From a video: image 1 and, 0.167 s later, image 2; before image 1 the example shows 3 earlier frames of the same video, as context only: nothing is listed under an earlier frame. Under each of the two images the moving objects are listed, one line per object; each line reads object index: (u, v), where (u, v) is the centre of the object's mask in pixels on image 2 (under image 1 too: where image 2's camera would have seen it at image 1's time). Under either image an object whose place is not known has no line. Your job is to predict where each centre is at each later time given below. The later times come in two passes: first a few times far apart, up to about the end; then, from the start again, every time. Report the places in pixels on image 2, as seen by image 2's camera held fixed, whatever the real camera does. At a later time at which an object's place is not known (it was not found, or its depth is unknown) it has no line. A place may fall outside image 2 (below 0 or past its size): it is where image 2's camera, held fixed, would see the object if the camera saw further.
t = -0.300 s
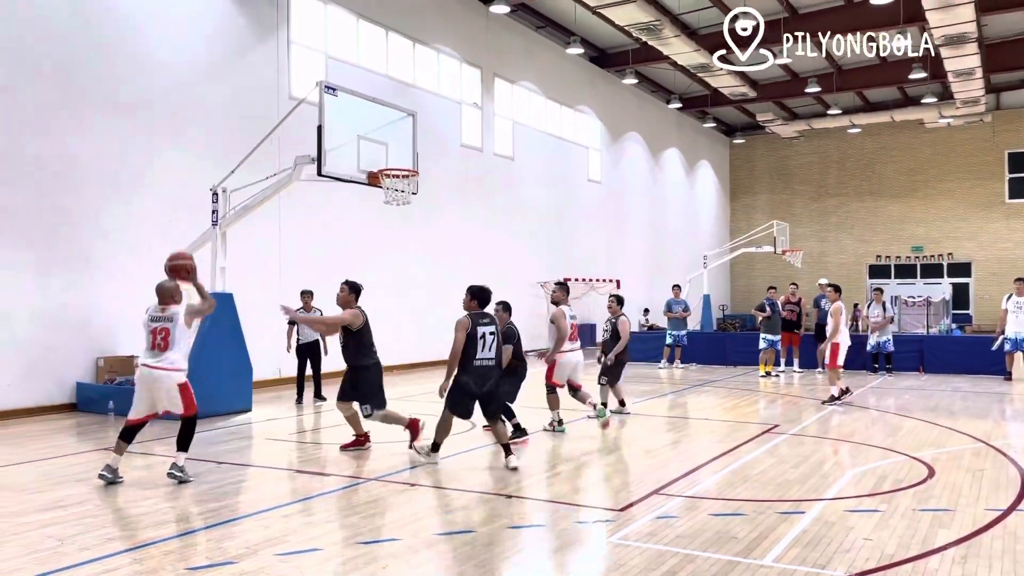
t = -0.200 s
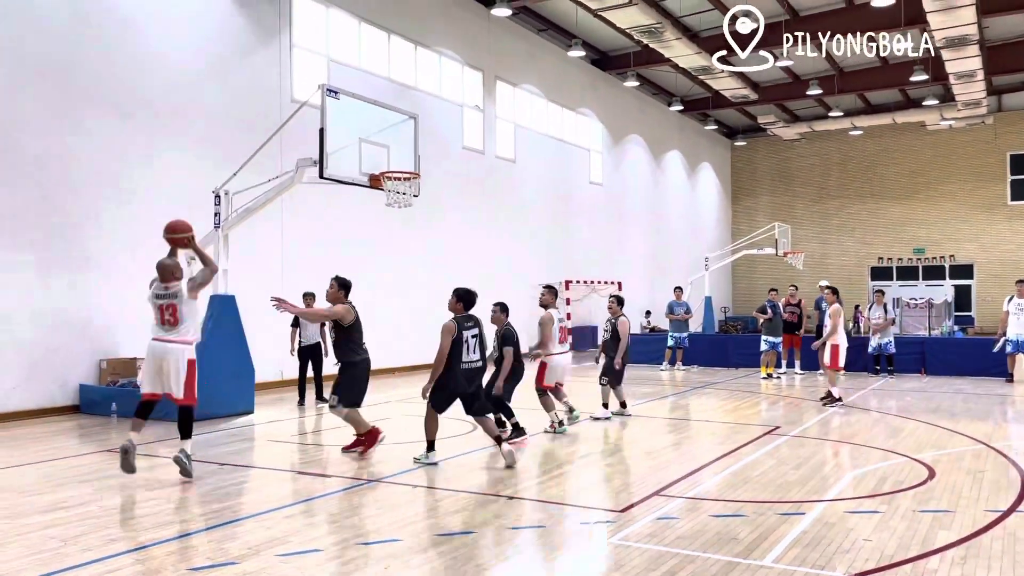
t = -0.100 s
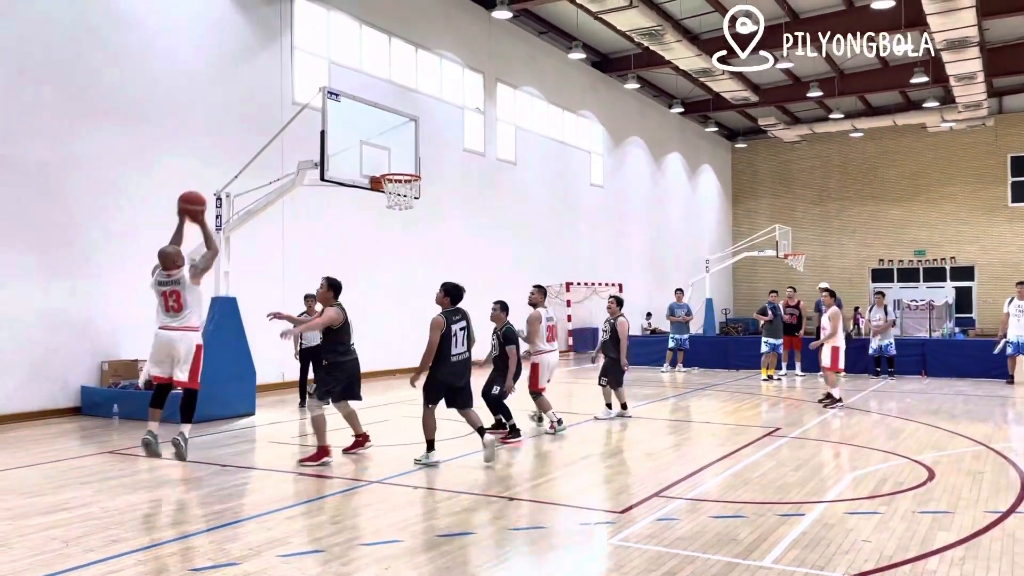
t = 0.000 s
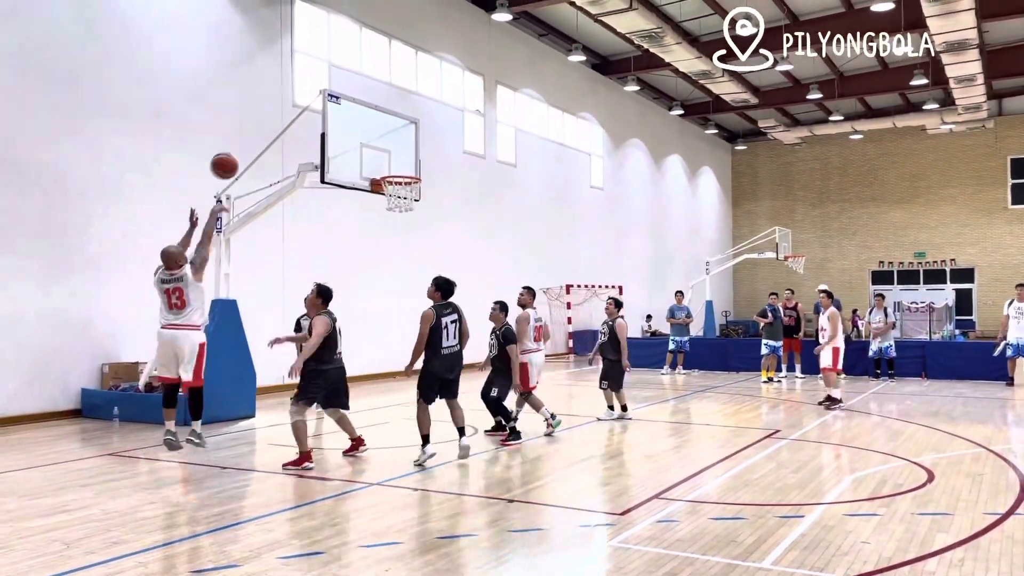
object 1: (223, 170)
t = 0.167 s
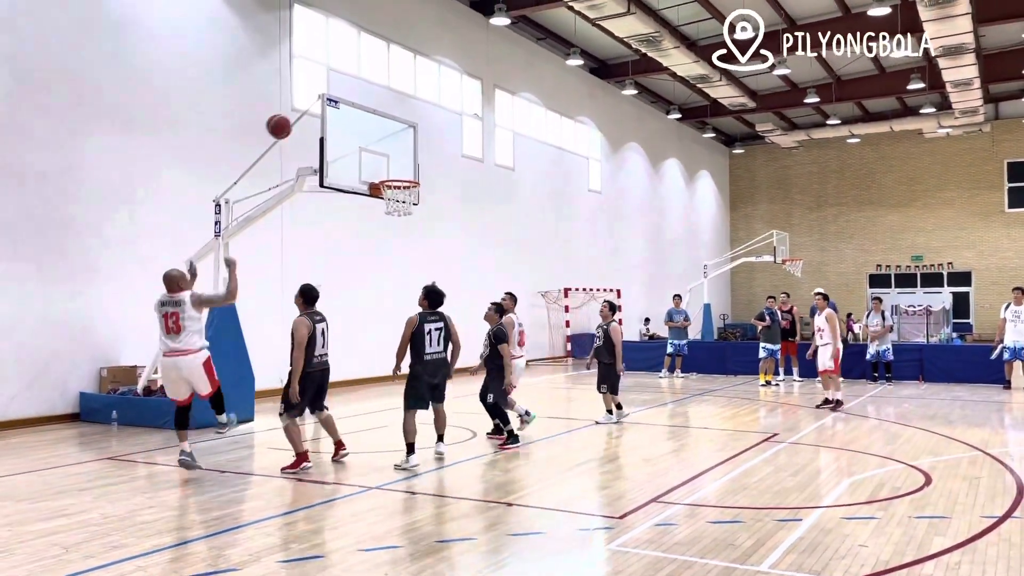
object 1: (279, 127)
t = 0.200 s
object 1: (289, 122)
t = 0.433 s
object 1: (353, 120)
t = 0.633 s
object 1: (398, 155)
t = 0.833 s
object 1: (407, 155)
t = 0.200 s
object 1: (289, 122)
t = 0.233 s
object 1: (299, 119)
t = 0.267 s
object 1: (308, 117)
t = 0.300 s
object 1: (318, 116)
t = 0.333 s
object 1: (326, 115)
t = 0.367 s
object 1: (335, 116)
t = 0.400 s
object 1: (344, 118)
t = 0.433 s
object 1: (353, 120)
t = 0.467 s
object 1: (361, 124)
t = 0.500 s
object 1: (369, 128)
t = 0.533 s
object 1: (376, 134)
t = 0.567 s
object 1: (384, 140)
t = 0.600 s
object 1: (391, 147)
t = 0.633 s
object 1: (398, 155)
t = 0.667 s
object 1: (405, 163)
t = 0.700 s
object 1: (412, 172)
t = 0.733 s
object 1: (414, 174)
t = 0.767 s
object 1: (412, 167)
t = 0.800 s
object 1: (409, 161)
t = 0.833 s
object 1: (407, 155)
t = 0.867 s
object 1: (405, 151)
